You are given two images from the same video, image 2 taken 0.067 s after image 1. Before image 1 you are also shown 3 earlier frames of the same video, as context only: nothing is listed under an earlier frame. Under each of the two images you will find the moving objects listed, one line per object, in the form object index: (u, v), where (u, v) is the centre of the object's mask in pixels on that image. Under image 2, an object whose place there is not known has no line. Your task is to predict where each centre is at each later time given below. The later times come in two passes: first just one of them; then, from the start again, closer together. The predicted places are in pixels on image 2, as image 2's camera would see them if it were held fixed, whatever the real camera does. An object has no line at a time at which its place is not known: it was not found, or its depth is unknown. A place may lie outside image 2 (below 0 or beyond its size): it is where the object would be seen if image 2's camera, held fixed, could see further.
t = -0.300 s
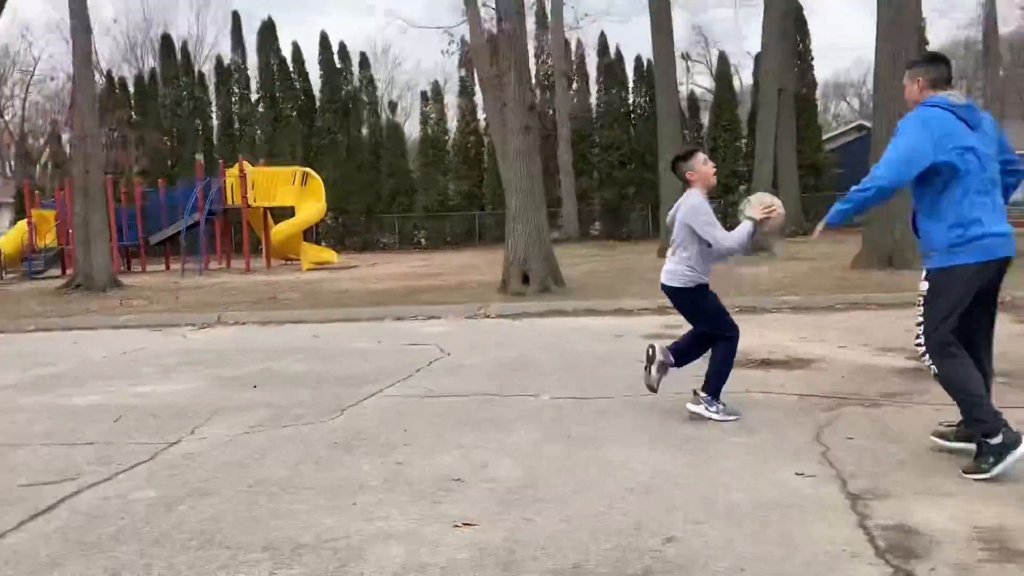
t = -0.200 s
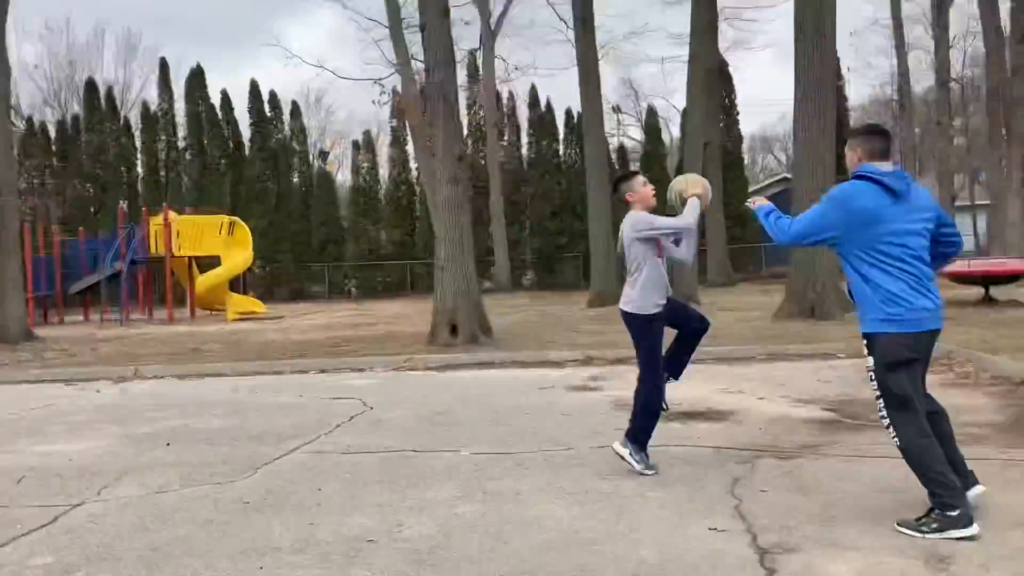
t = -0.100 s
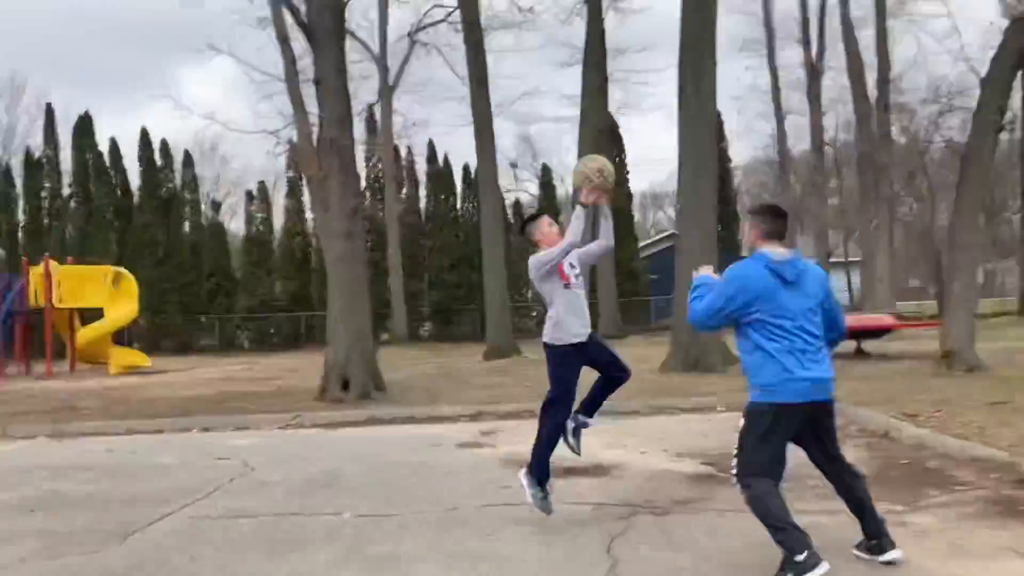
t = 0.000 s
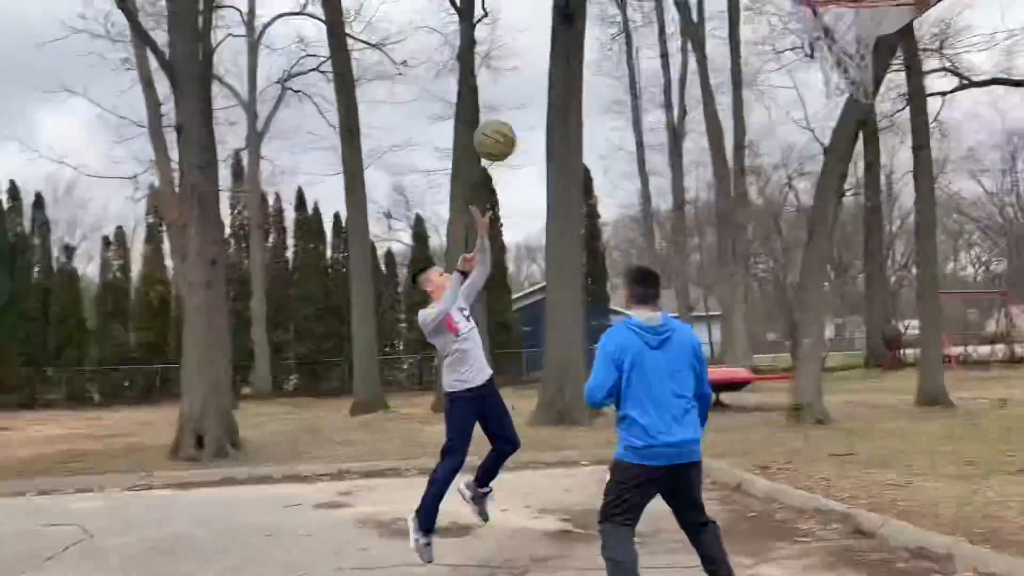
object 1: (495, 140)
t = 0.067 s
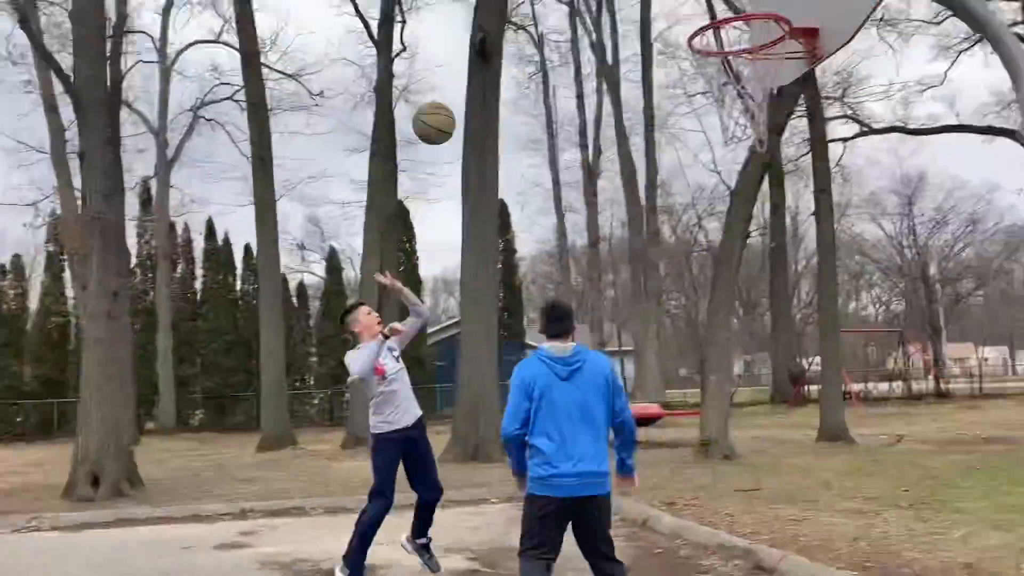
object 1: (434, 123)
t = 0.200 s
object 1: (485, 36)
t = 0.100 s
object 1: (447, 100)
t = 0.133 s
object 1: (460, 78)
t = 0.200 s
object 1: (485, 36)
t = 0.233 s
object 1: (500, 23)
